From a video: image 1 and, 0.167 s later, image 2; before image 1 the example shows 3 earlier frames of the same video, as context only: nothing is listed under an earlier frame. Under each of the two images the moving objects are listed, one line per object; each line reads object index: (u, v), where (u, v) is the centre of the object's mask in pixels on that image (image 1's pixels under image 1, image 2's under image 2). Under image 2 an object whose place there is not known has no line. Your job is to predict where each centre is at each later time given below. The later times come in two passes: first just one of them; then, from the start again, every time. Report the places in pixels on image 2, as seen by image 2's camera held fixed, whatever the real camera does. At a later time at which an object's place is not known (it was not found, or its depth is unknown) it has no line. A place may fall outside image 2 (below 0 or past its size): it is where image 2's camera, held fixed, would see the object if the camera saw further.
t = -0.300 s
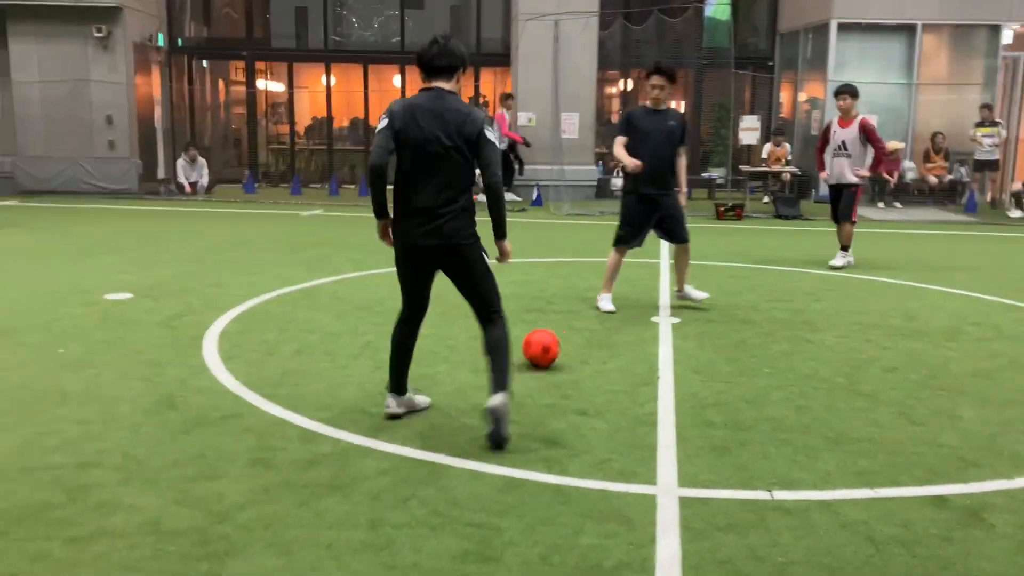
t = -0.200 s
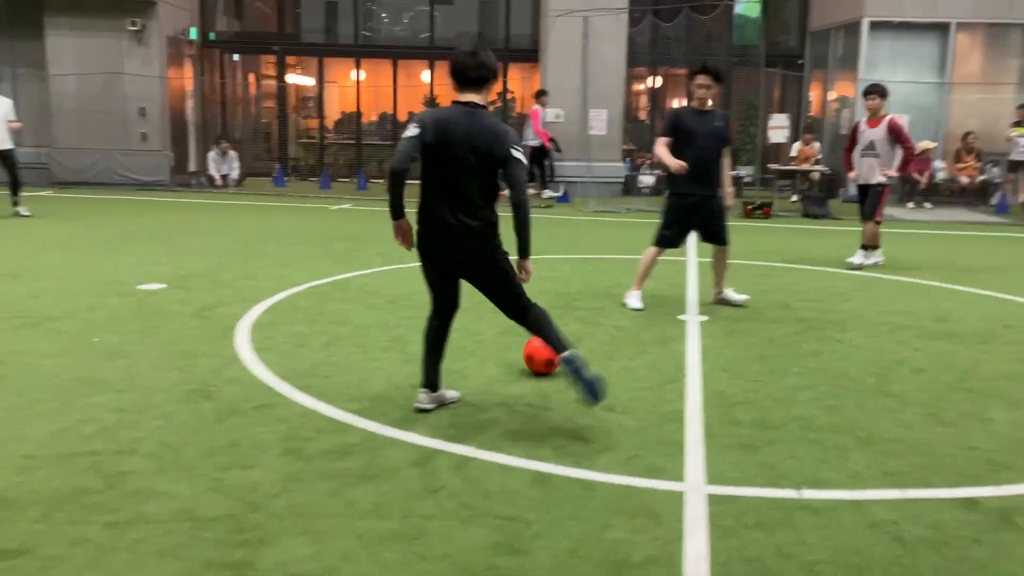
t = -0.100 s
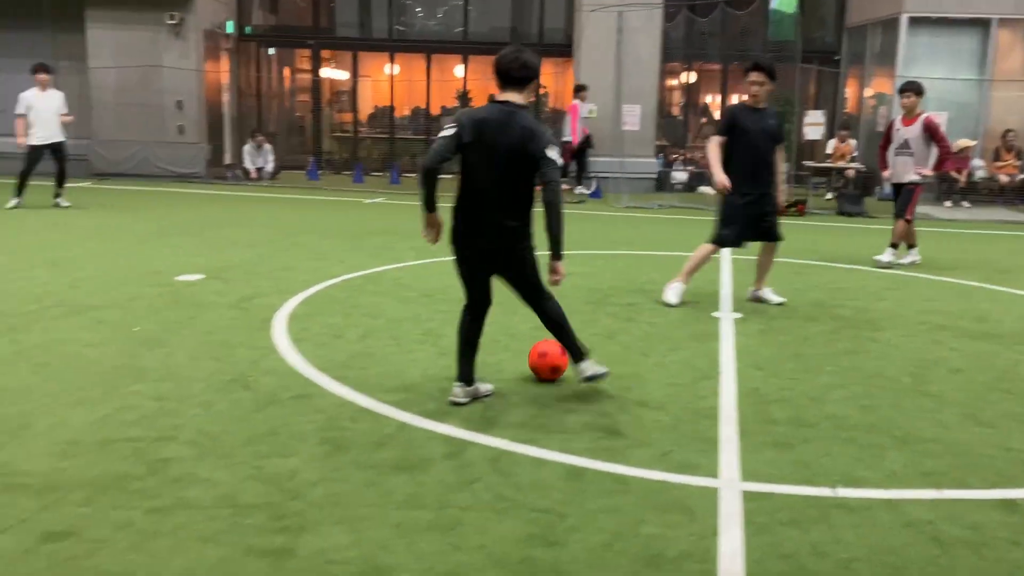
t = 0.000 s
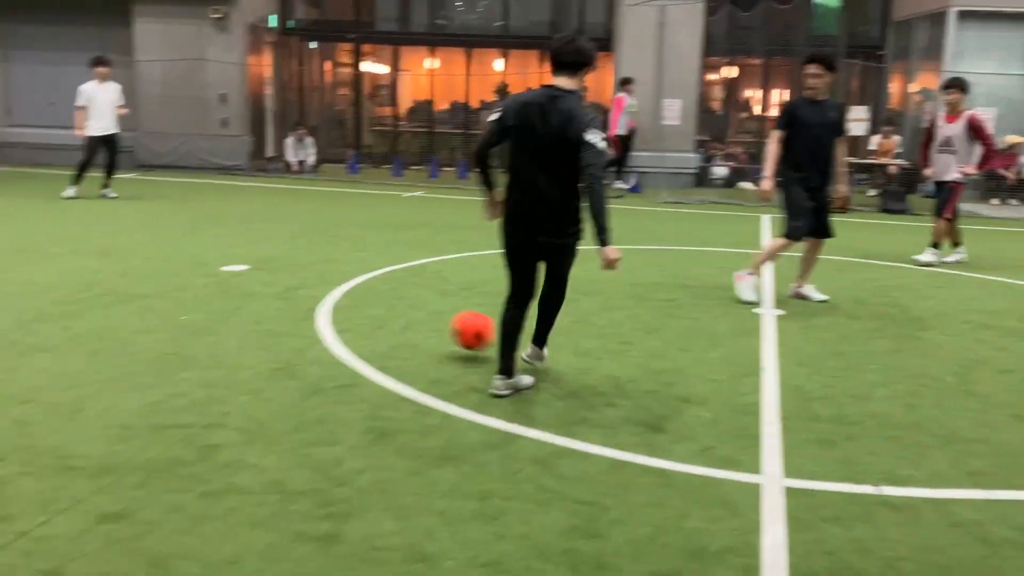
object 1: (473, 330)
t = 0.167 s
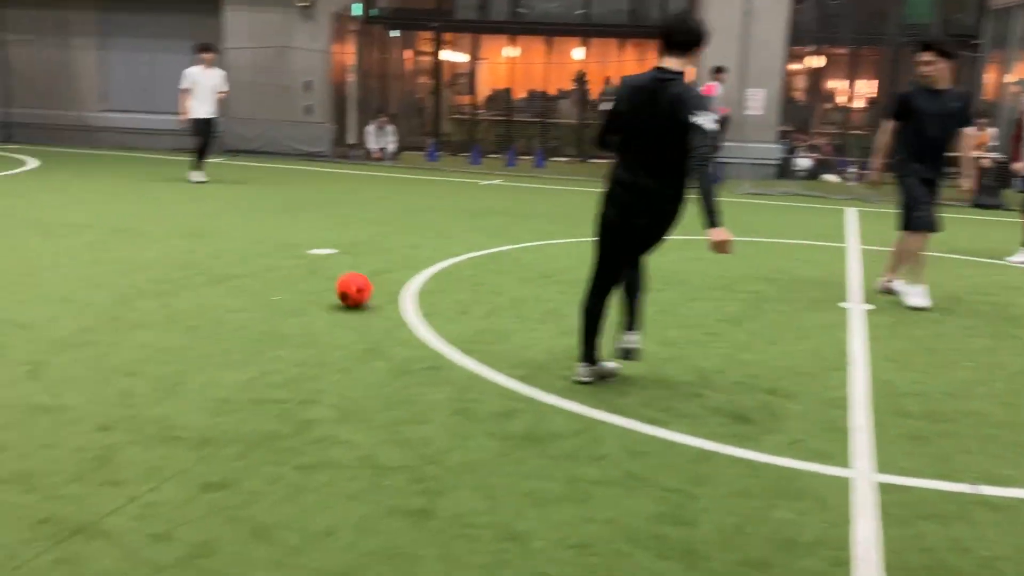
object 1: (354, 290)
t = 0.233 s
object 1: (290, 281)
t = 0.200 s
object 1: (321, 285)
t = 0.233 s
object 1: (290, 281)
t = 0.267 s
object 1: (260, 275)
